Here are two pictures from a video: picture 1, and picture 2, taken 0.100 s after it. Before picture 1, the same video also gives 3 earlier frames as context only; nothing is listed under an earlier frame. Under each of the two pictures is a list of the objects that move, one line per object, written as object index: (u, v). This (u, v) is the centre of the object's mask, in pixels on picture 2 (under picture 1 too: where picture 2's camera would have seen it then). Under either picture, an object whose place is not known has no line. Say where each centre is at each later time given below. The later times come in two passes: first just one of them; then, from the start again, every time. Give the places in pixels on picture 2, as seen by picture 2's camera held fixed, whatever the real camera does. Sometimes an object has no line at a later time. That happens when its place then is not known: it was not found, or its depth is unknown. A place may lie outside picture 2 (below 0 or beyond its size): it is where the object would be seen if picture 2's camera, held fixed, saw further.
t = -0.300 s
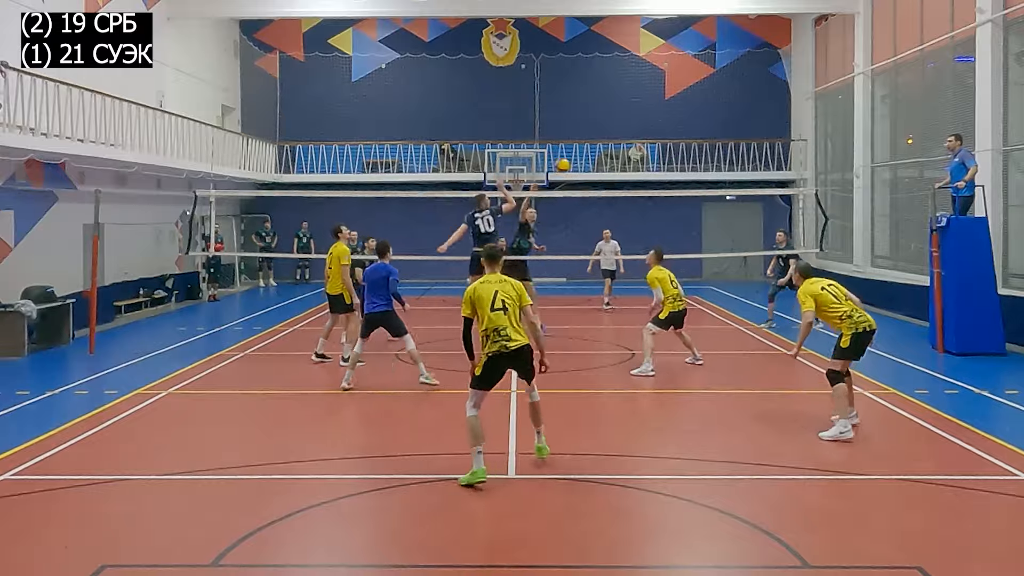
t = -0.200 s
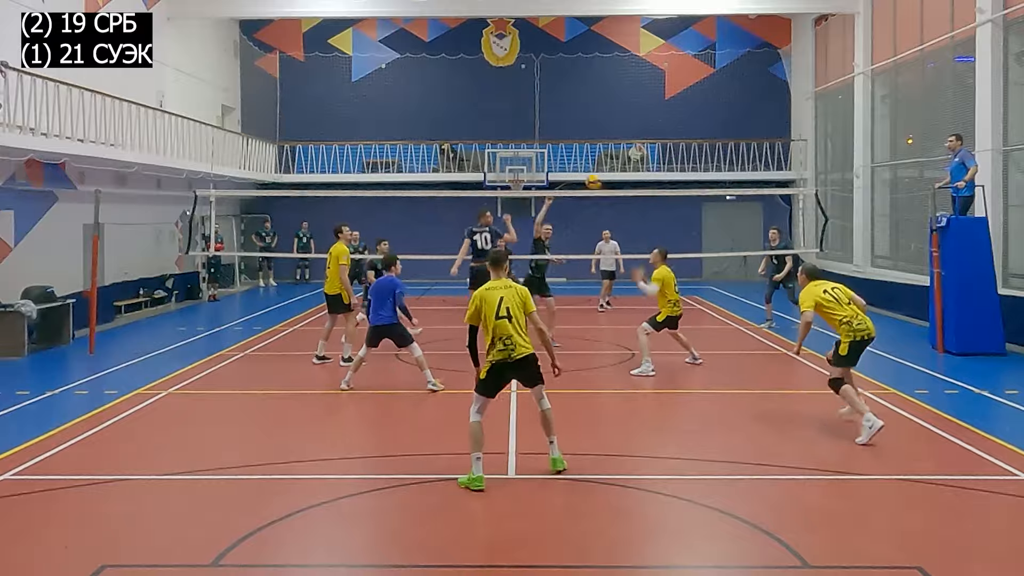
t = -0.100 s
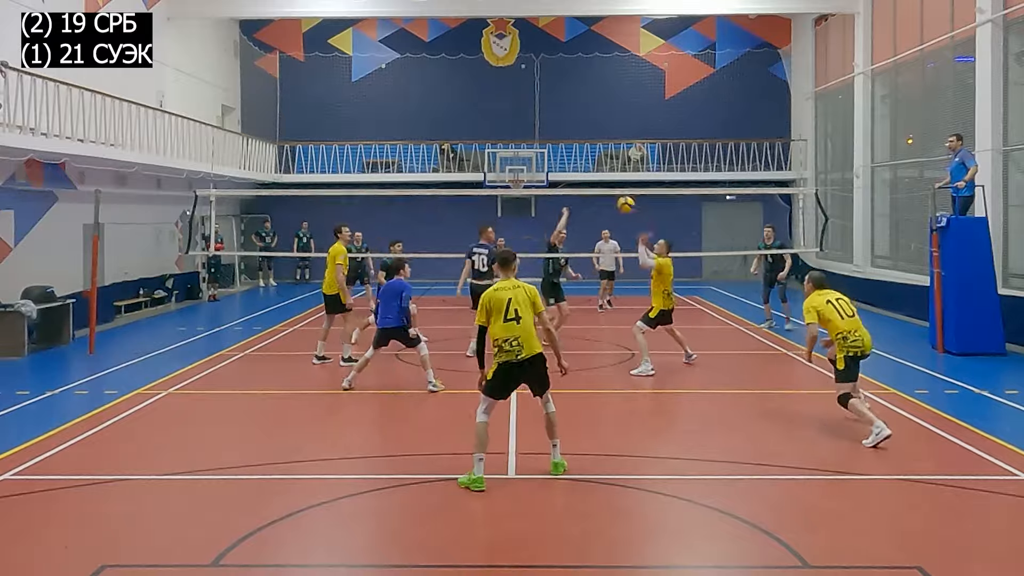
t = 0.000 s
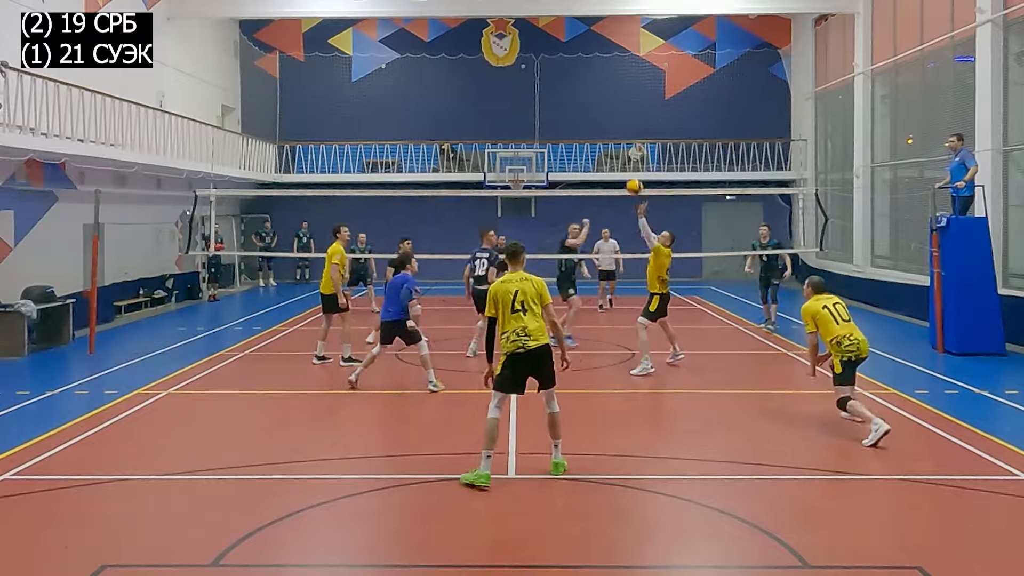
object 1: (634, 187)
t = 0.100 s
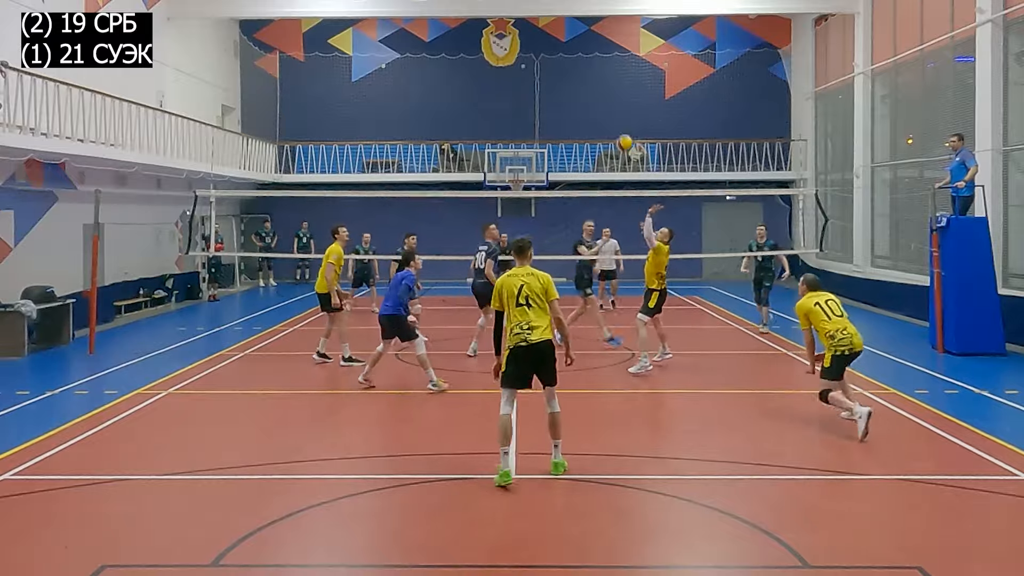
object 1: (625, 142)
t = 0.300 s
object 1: (605, 77)
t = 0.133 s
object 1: (621, 129)
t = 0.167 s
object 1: (618, 118)
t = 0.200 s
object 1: (614, 106)
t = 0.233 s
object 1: (611, 96)
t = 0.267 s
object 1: (608, 86)
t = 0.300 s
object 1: (605, 77)
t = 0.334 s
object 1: (601, 69)
